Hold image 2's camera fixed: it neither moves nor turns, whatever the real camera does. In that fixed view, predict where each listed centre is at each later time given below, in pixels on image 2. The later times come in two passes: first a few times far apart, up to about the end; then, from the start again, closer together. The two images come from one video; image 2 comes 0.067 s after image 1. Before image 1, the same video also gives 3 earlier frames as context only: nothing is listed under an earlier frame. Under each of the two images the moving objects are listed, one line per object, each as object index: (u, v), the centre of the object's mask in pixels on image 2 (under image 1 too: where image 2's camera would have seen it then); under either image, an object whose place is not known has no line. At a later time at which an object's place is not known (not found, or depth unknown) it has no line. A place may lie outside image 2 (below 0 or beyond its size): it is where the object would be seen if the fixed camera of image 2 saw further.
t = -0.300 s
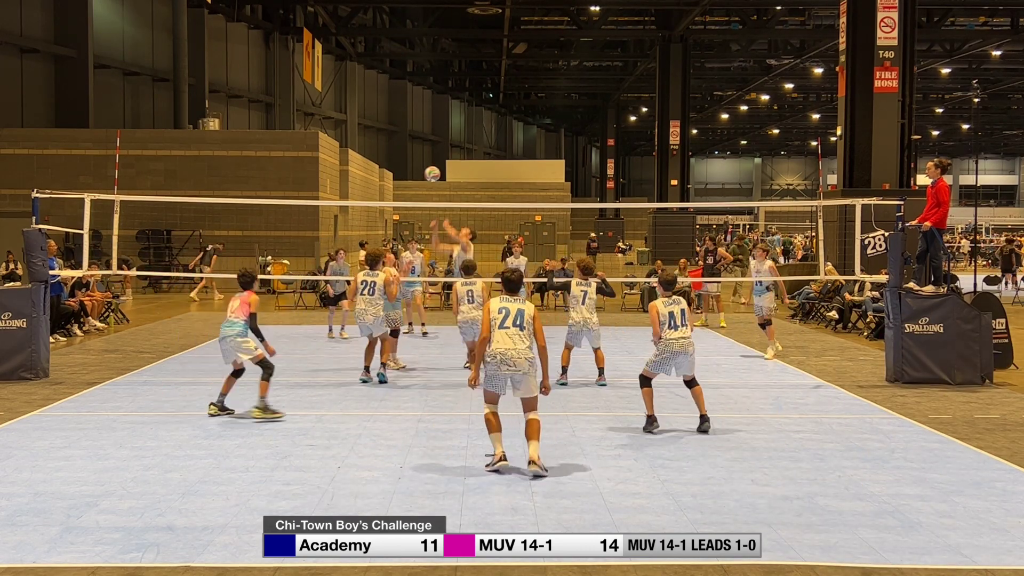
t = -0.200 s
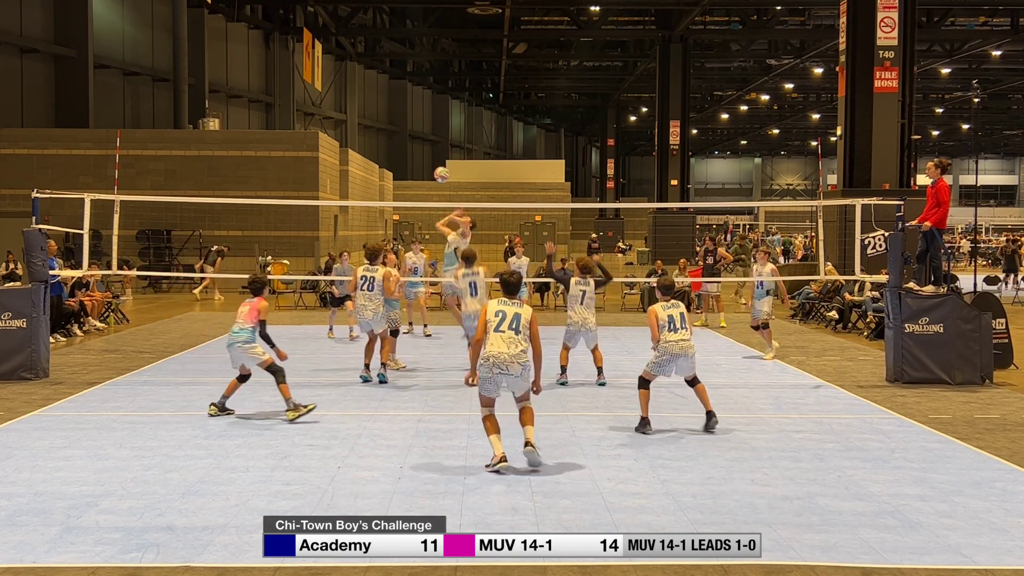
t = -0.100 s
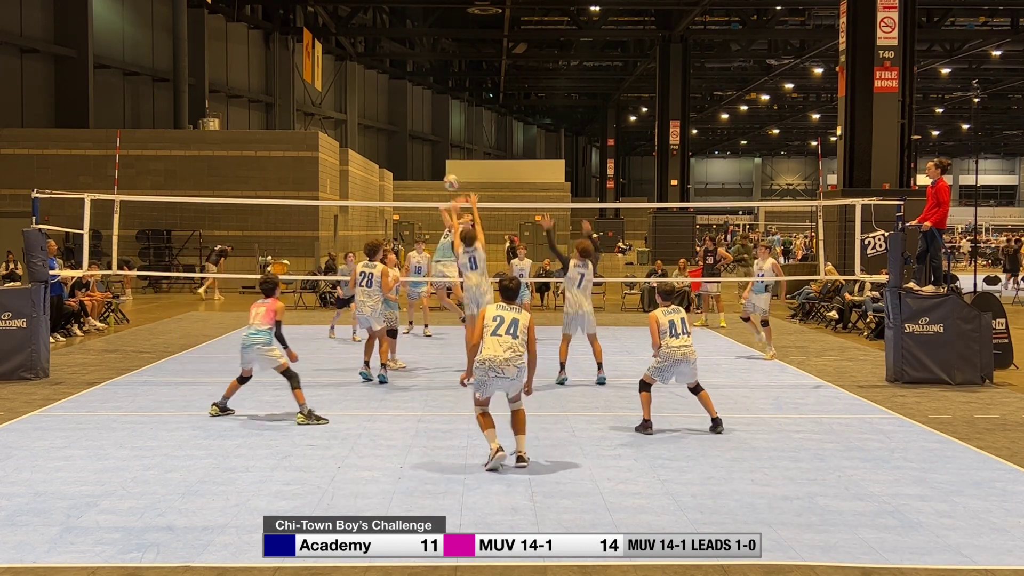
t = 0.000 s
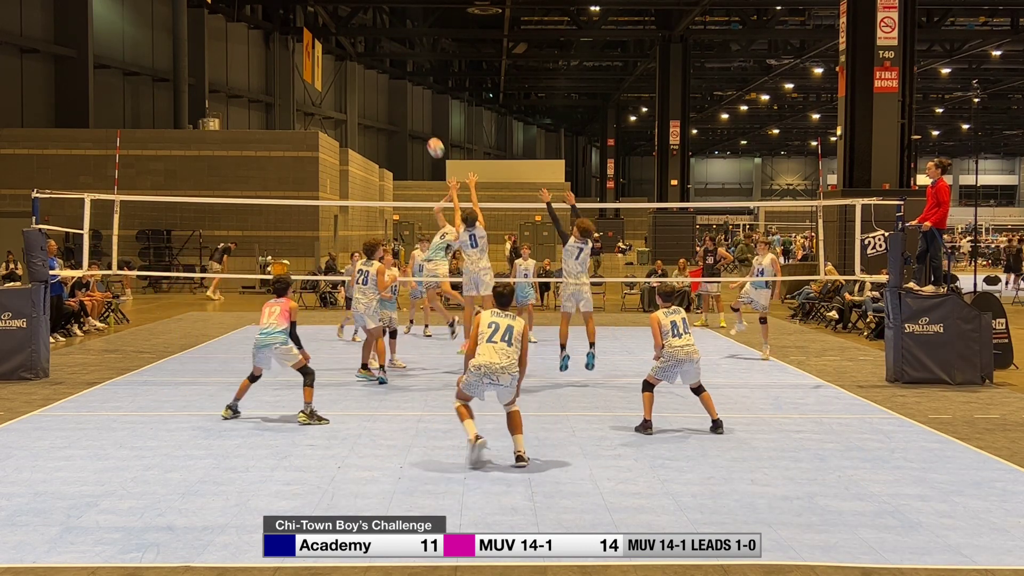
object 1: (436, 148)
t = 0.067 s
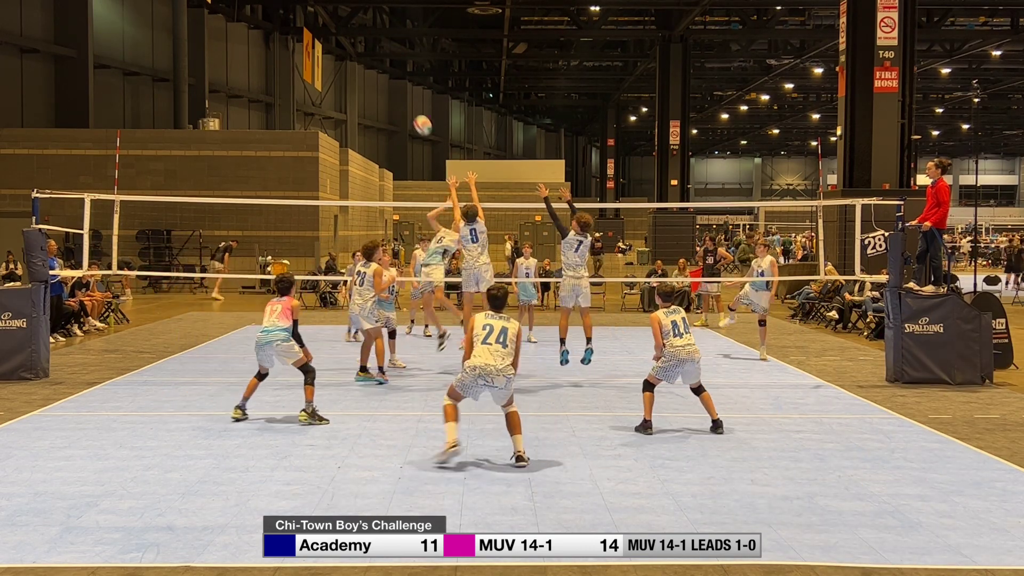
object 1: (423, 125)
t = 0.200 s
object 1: (395, 87)
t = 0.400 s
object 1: (352, 52)
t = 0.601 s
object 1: (303, 51)
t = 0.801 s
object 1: (247, 94)
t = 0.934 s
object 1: (205, 151)
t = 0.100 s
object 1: (416, 115)
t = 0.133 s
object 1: (409, 105)
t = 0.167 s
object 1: (402, 96)
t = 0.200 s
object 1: (395, 87)
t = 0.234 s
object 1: (389, 79)
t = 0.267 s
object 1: (382, 72)
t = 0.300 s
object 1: (375, 66)
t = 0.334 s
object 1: (367, 60)
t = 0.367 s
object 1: (360, 56)
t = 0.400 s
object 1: (352, 52)
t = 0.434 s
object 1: (345, 49)
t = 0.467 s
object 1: (337, 48)
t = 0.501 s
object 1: (329, 47)
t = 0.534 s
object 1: (321, 47)
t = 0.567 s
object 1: (312, 48)
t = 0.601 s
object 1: (303, 51)
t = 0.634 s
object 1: (294, 55)
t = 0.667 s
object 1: (285, 60)
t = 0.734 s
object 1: (266, 74)
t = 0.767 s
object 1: (257, 84)
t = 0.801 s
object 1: (247, 94)
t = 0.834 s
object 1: (237, 106)
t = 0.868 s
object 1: (227, 119)
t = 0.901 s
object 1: (216, 134)
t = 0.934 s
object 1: (205, 151)
